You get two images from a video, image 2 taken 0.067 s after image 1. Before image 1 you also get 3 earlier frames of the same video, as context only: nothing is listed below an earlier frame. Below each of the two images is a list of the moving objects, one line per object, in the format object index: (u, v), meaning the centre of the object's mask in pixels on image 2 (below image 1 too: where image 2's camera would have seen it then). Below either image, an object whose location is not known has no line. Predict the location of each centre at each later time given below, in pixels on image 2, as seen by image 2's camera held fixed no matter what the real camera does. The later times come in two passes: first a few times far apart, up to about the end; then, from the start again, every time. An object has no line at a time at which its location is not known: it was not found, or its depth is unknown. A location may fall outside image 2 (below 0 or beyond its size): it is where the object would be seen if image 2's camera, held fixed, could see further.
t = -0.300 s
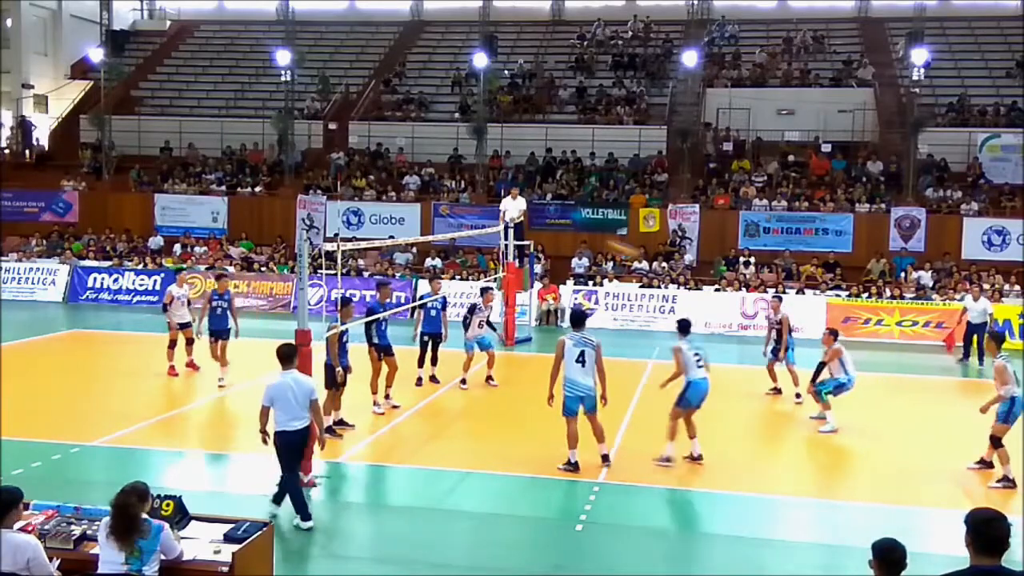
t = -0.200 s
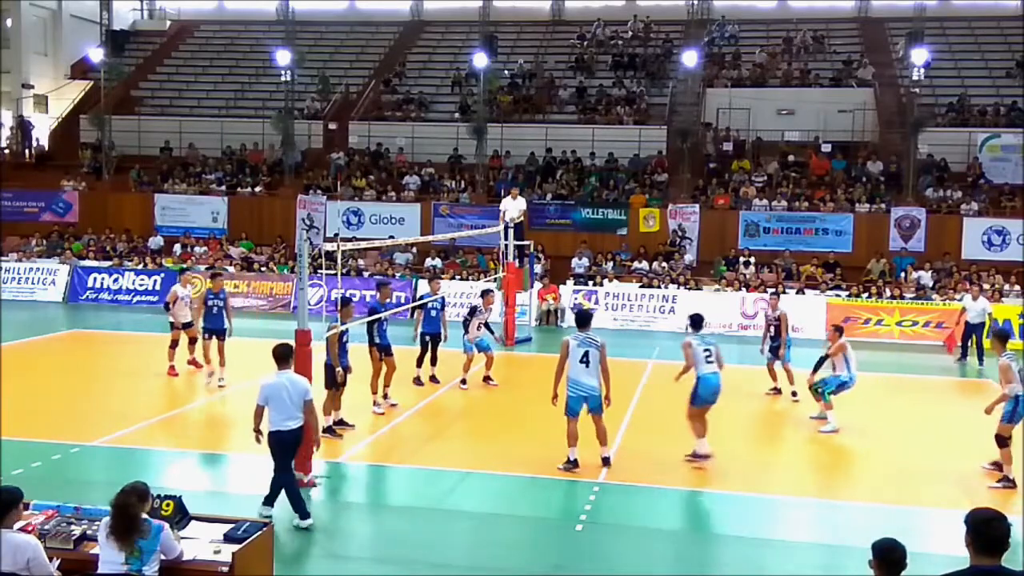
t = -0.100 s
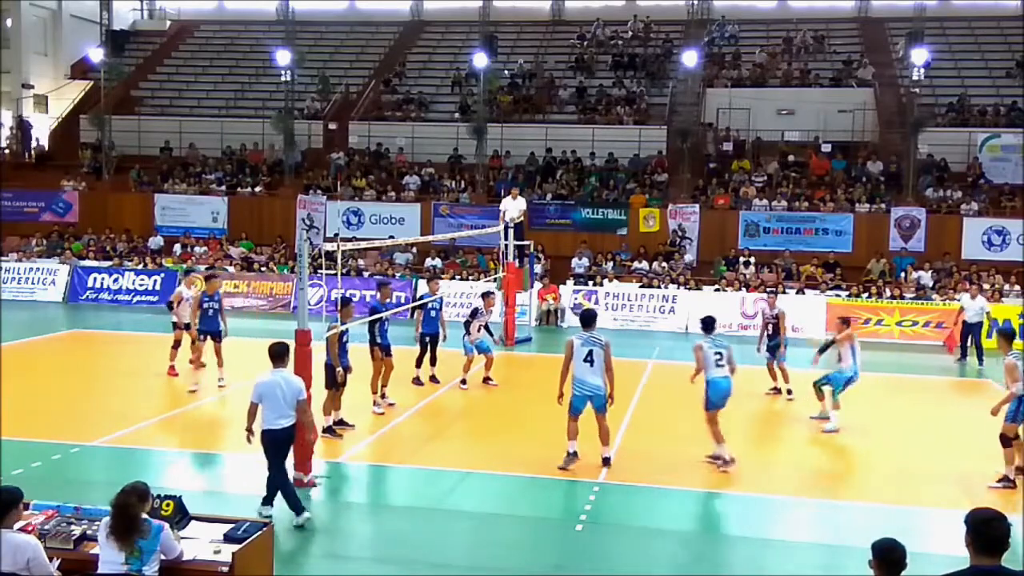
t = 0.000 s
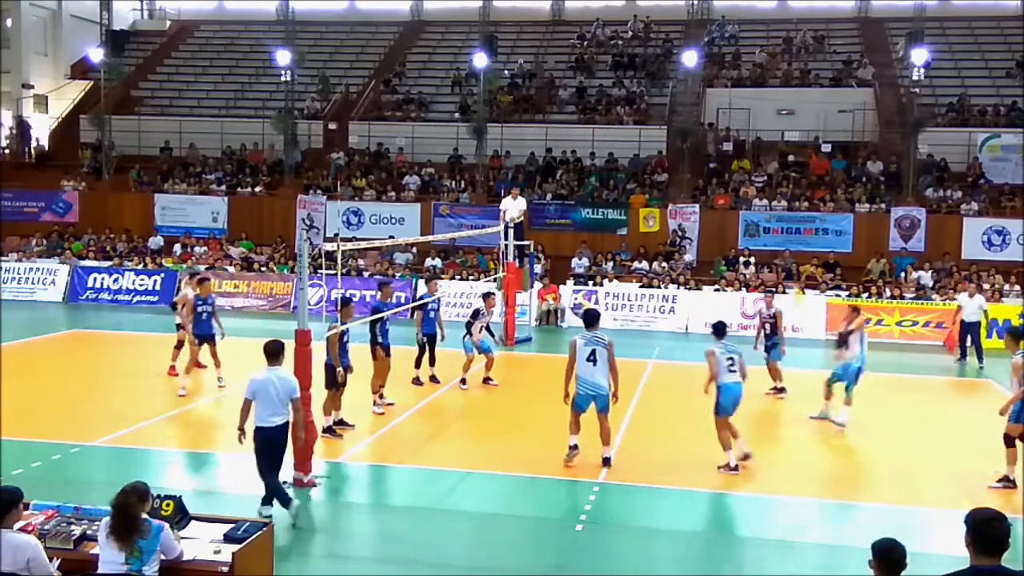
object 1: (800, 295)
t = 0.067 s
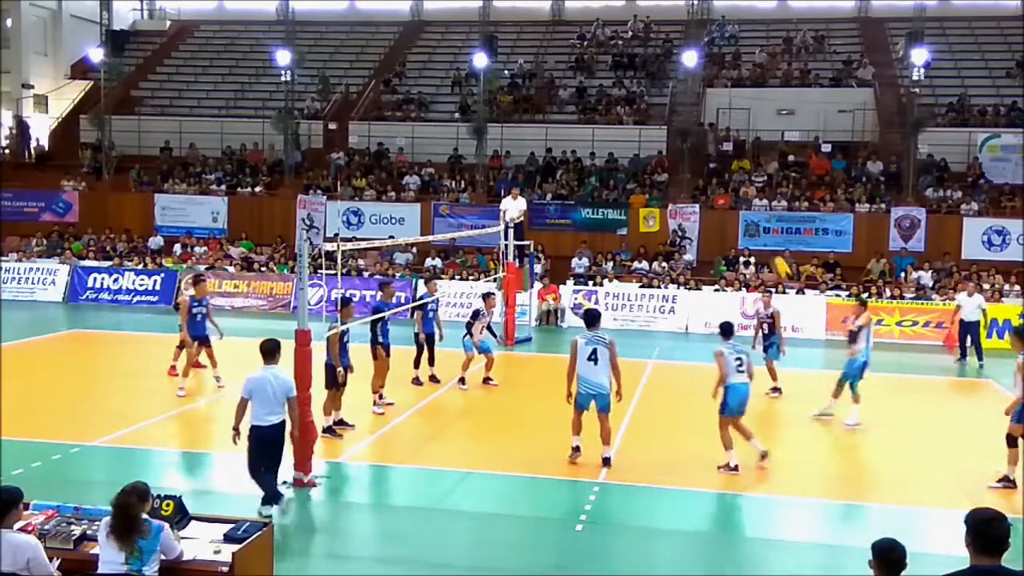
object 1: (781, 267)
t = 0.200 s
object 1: (748, 220)
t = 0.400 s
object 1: (698, 168)
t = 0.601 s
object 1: (649, 146)
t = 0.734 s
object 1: (617, 146)
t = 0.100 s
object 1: (774, 256)
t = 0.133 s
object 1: (764, 242)
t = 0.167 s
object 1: (755, 229)
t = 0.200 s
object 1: (748, 220)
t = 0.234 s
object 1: (739, 207)
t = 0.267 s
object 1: (730, 198)
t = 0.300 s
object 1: (722, 188)
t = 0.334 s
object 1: (714, 182)
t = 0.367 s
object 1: (706, 174)
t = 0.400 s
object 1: (698, 168)
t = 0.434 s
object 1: (690, 162)
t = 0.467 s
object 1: (682, 157)
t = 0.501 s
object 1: (674, 154)
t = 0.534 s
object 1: (666, 150)
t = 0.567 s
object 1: (658, 148)
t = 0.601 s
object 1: (649, 146)
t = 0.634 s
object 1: (641, 145)
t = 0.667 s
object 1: (632, 145)
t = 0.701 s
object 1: (624, 145)
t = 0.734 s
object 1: (617, 146)
